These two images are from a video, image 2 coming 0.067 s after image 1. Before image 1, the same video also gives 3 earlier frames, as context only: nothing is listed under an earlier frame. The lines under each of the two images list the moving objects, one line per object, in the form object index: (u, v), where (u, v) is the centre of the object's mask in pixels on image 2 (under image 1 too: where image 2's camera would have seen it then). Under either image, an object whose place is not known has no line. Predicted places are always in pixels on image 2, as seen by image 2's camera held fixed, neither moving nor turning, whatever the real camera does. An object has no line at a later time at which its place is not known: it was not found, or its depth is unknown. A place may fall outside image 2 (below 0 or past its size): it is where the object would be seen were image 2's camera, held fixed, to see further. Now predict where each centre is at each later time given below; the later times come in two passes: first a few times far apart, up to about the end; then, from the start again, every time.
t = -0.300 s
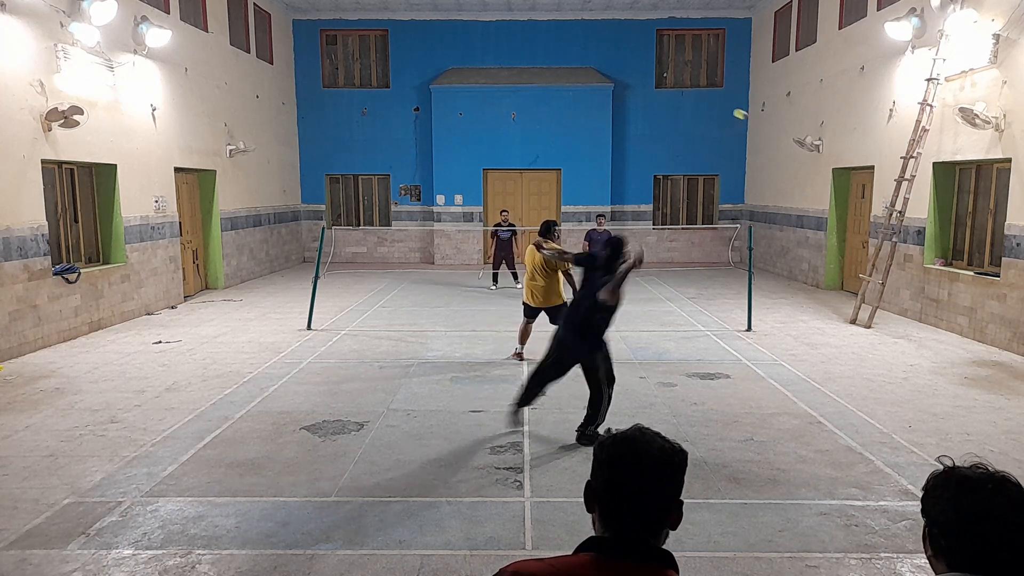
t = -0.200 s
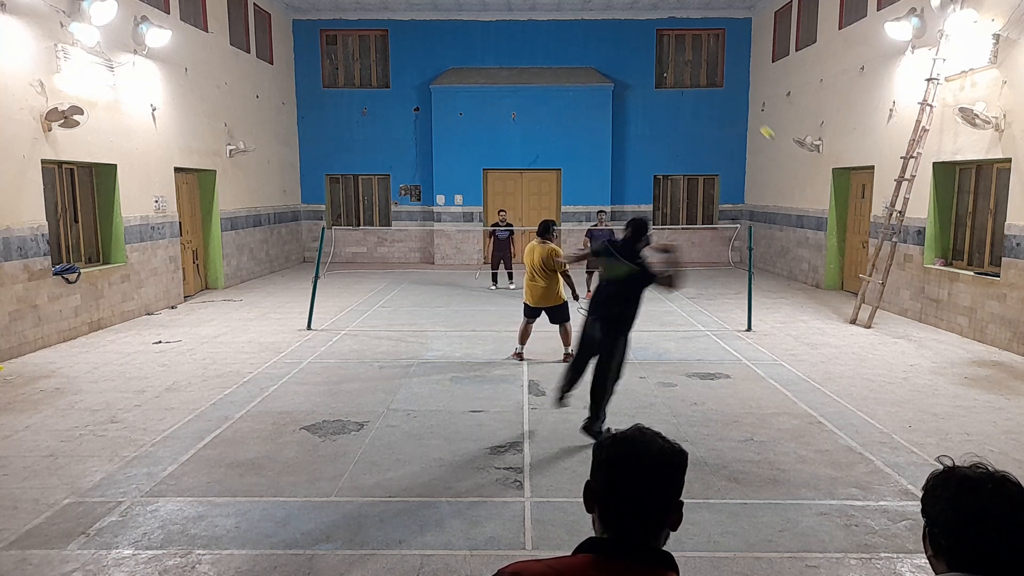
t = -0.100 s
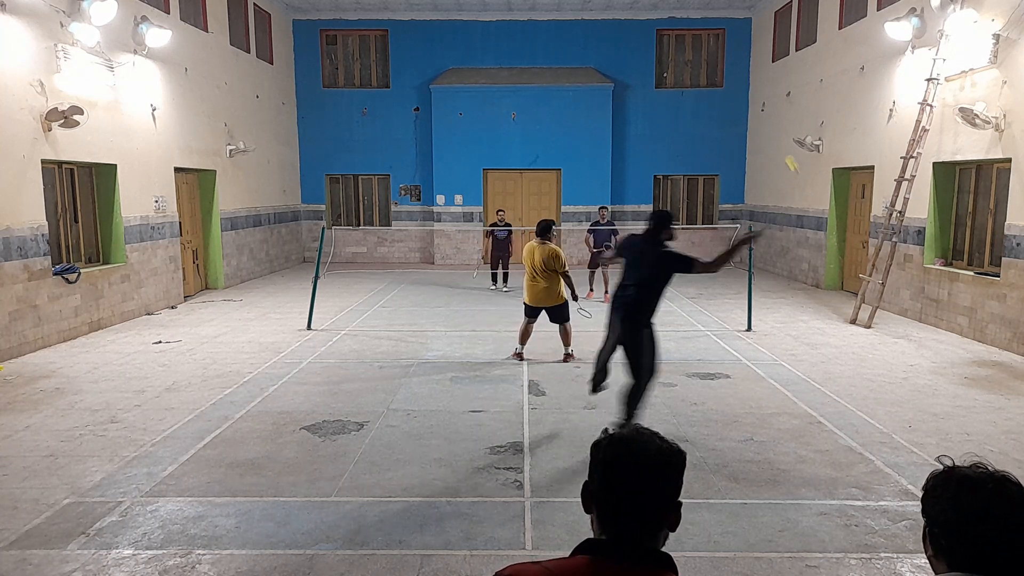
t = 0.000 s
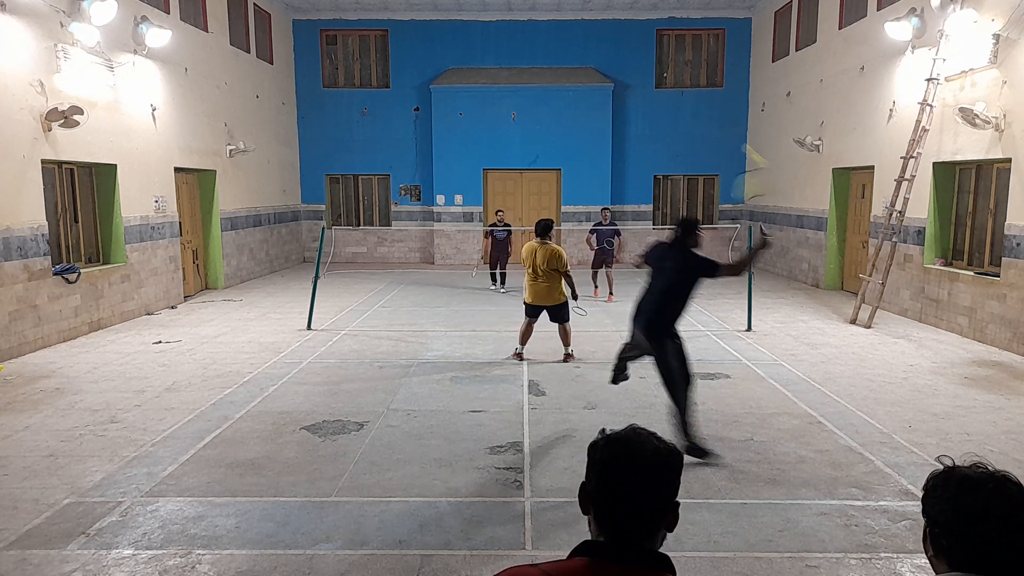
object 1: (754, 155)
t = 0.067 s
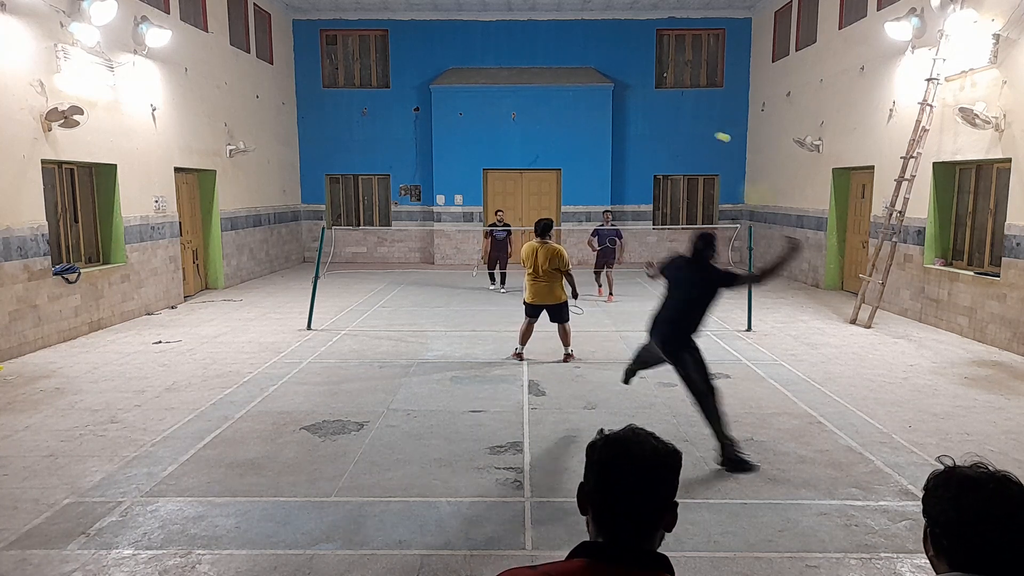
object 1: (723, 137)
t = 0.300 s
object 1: (666, 134)
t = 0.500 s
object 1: (644, 160)
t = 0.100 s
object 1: (710, 133)
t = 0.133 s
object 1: (698, 131)
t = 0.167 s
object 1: (690, 129)
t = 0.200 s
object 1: (683, 128)
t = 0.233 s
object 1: (676, 129)
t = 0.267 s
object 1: (671, 131)
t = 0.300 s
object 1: (666, 134)
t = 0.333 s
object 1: (661, 137)
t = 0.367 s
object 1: (657, 140)
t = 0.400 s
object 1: (653, 145)
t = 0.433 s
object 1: (650, 149)
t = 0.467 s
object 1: (647, 154)
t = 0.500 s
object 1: (644, 160)
